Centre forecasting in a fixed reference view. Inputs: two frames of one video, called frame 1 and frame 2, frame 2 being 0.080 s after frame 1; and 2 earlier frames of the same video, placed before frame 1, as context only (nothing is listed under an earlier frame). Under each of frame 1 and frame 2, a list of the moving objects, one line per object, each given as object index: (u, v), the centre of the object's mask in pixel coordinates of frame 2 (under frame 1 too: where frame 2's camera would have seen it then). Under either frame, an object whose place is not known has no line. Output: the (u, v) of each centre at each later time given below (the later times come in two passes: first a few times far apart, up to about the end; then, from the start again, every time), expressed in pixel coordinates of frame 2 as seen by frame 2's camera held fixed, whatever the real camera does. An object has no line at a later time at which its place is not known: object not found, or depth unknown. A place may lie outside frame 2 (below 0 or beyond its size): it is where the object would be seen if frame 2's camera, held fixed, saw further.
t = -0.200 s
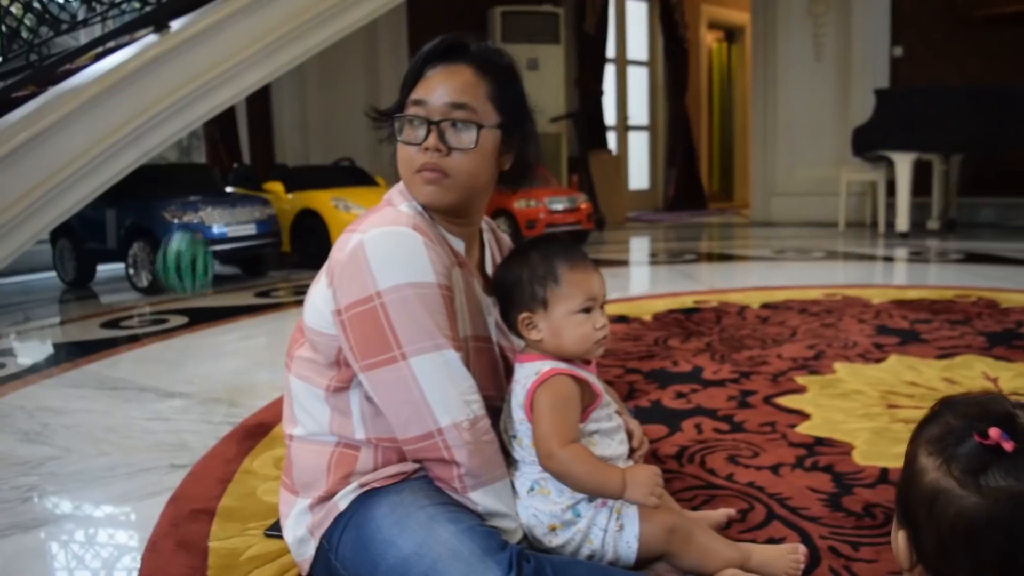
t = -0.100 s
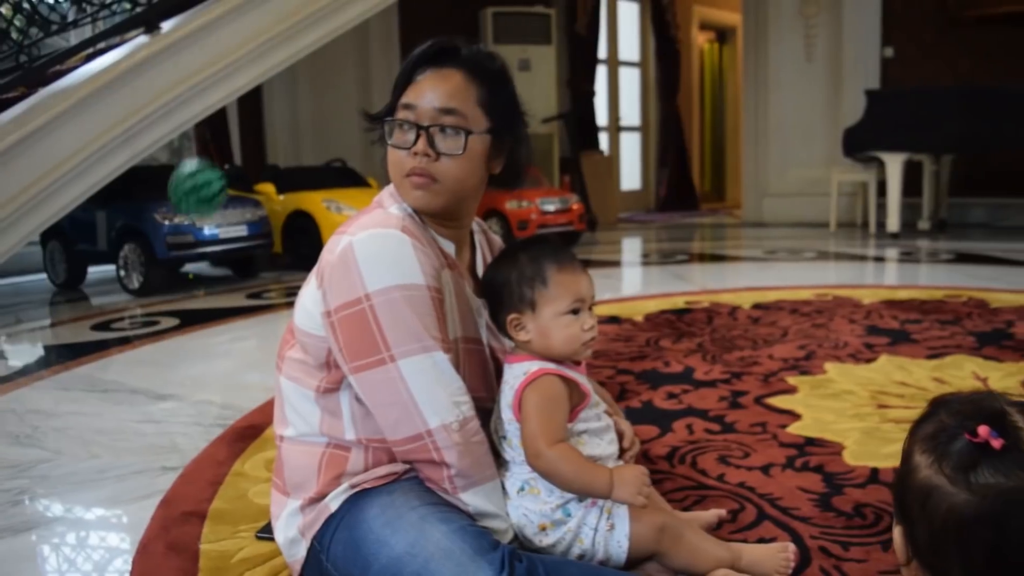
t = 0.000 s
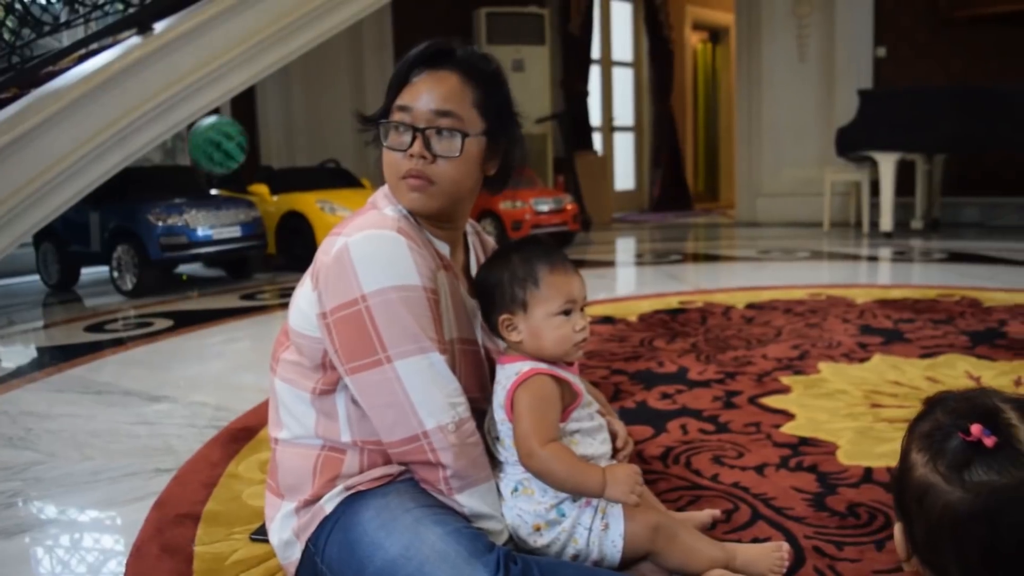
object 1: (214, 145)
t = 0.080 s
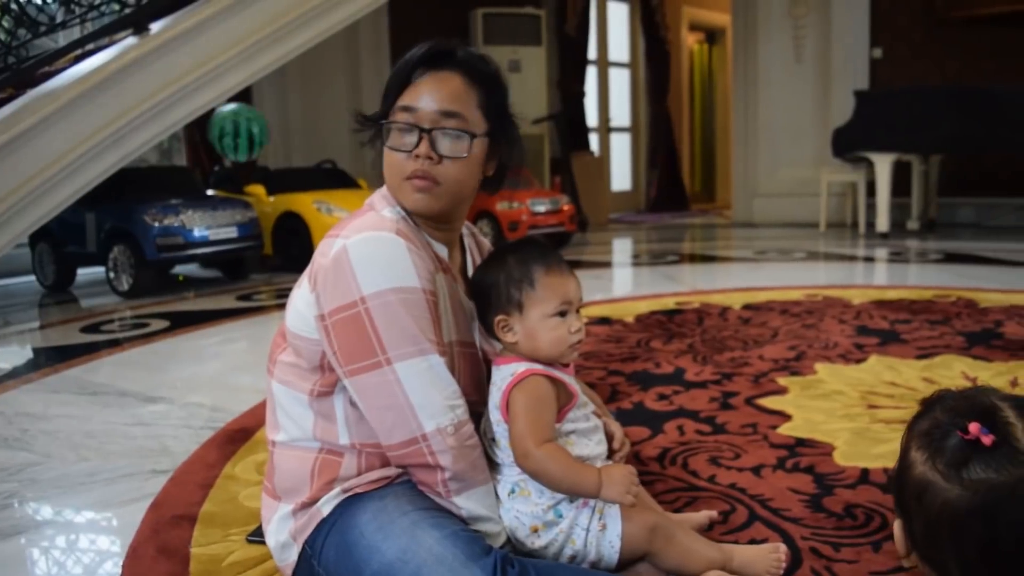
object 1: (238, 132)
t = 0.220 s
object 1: (281, 161)
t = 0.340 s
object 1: (310, 229)
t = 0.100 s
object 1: (244, 132)
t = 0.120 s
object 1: (251, 134)
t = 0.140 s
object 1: (257, 136)
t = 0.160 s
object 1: (262, 140)
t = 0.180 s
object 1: (269, 146)
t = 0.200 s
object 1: (275, 153)
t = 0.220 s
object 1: (281, 161)
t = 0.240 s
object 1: (286, 166)
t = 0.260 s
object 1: (292, 177)
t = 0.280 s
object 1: (297, 189)
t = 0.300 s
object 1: (303, 202)
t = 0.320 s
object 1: (308, 217)
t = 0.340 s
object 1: (310, 229)
